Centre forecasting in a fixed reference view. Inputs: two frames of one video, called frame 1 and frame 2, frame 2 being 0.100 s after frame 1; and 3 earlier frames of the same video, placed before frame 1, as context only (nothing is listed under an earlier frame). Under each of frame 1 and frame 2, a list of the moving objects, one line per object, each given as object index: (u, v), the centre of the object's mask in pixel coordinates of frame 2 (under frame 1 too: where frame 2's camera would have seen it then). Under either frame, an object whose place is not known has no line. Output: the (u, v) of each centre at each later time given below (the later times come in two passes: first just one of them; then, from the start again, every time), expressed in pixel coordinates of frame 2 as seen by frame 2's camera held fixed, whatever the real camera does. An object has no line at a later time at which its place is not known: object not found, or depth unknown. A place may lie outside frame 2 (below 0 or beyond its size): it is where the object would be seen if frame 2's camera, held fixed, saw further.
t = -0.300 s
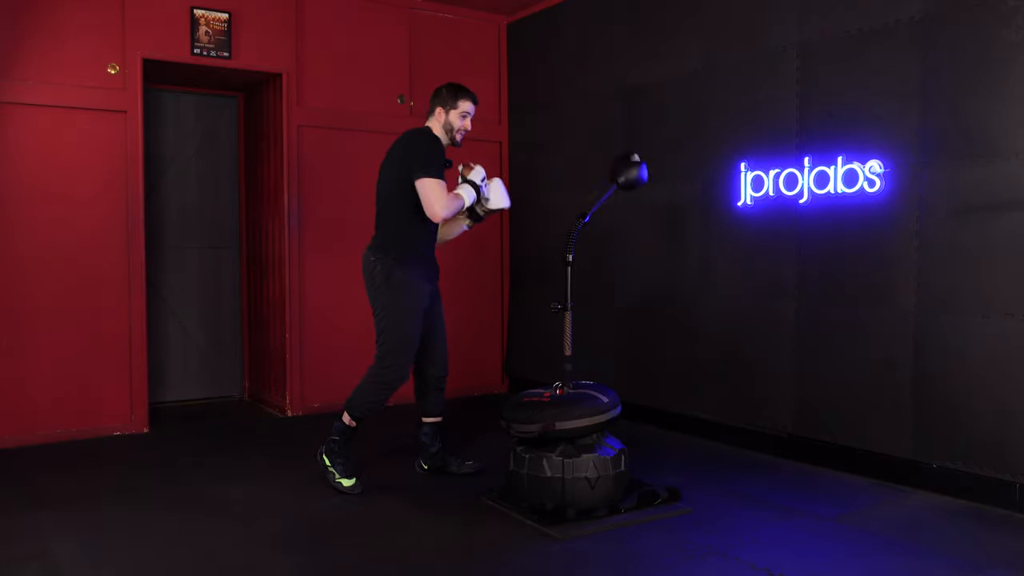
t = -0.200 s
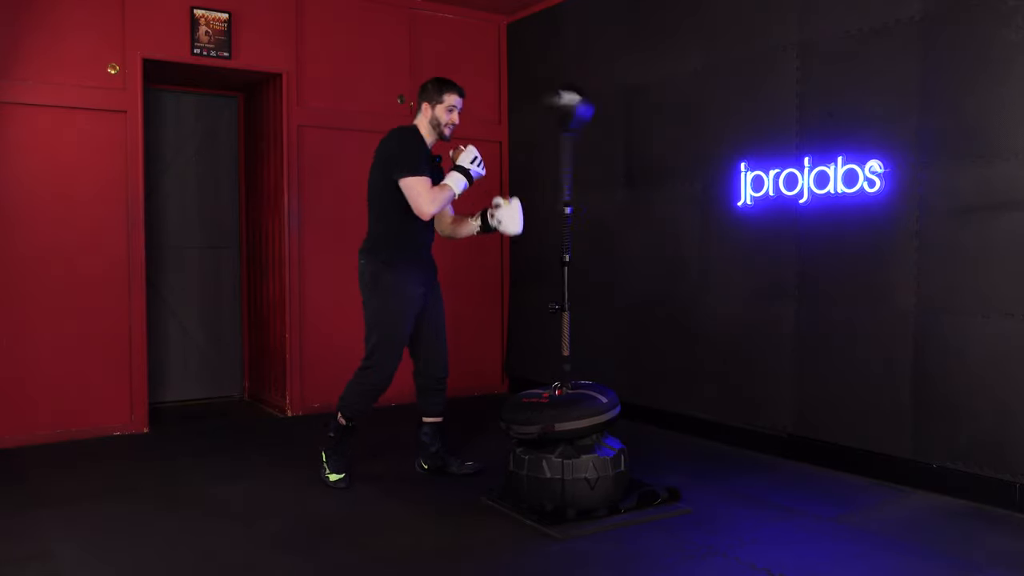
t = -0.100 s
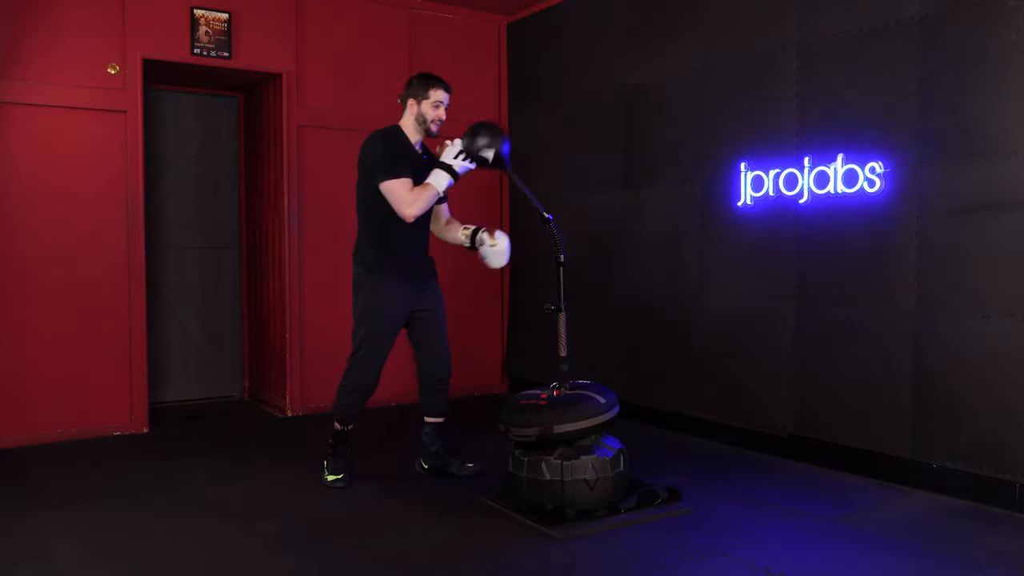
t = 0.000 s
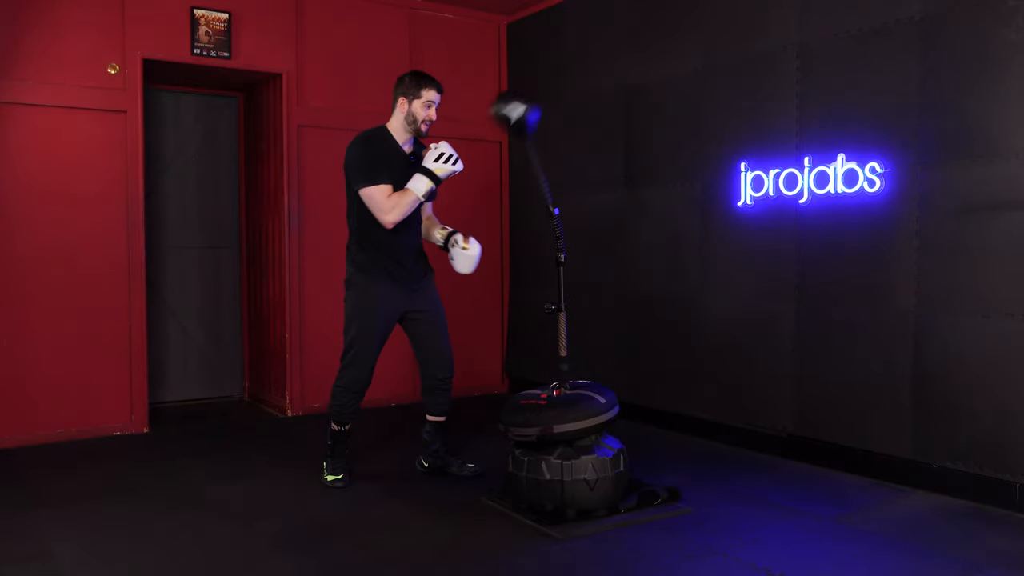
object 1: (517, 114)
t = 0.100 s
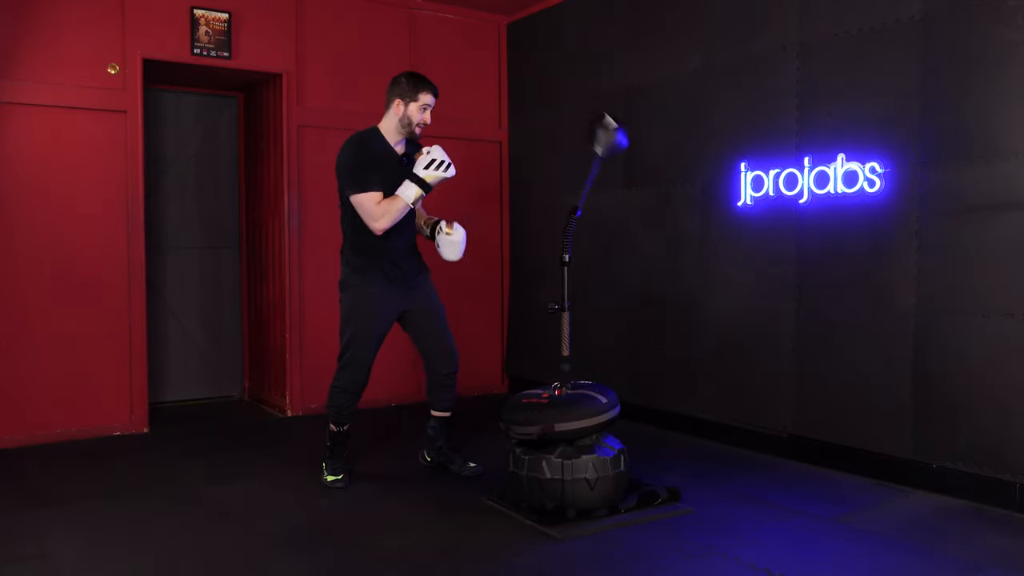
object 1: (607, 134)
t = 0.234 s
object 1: (605, 129)
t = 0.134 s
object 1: (620, 152)
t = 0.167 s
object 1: (624, 157)
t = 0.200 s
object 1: (619, 147)
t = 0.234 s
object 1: (605, 129)
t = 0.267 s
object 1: (581, 112)
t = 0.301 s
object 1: (549, 106)
